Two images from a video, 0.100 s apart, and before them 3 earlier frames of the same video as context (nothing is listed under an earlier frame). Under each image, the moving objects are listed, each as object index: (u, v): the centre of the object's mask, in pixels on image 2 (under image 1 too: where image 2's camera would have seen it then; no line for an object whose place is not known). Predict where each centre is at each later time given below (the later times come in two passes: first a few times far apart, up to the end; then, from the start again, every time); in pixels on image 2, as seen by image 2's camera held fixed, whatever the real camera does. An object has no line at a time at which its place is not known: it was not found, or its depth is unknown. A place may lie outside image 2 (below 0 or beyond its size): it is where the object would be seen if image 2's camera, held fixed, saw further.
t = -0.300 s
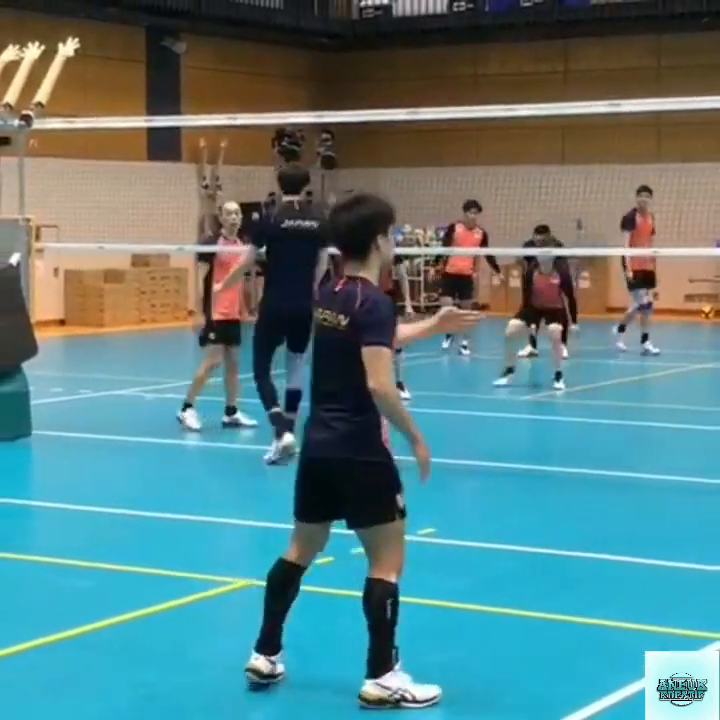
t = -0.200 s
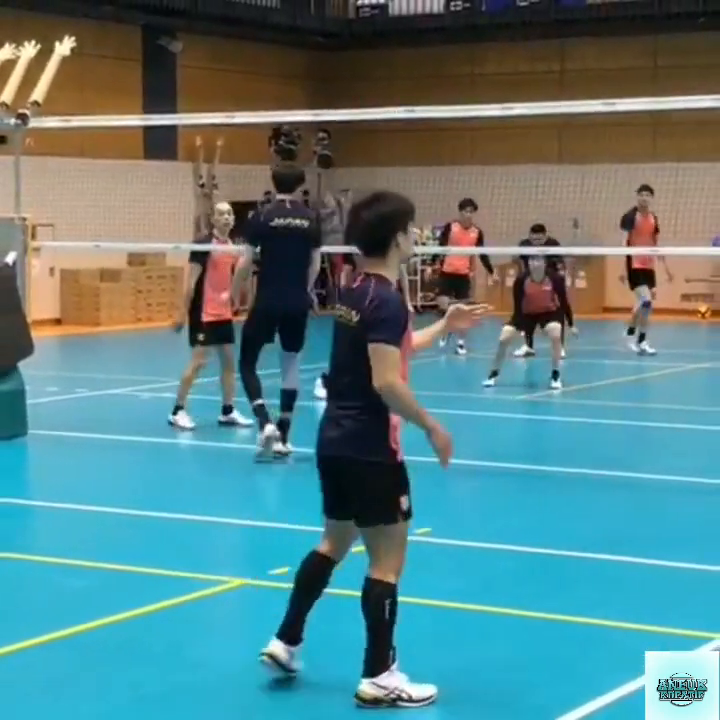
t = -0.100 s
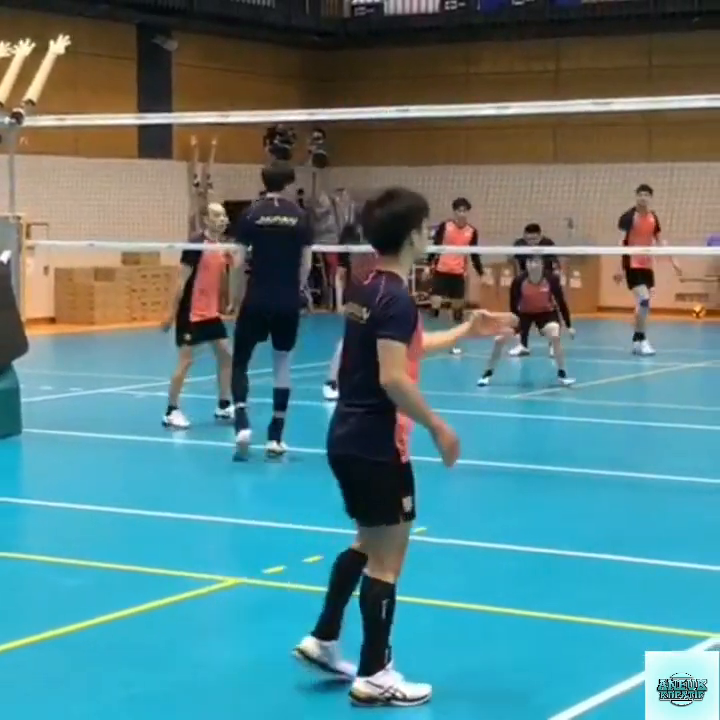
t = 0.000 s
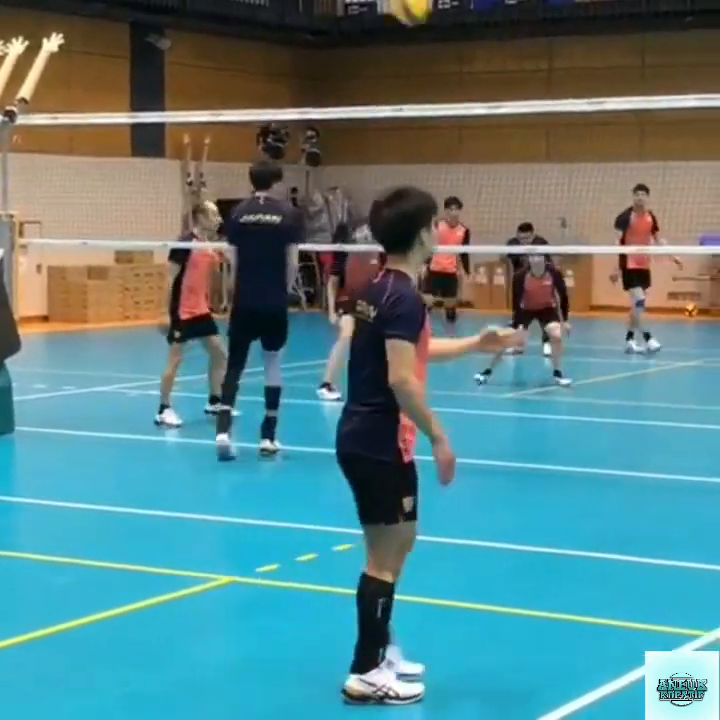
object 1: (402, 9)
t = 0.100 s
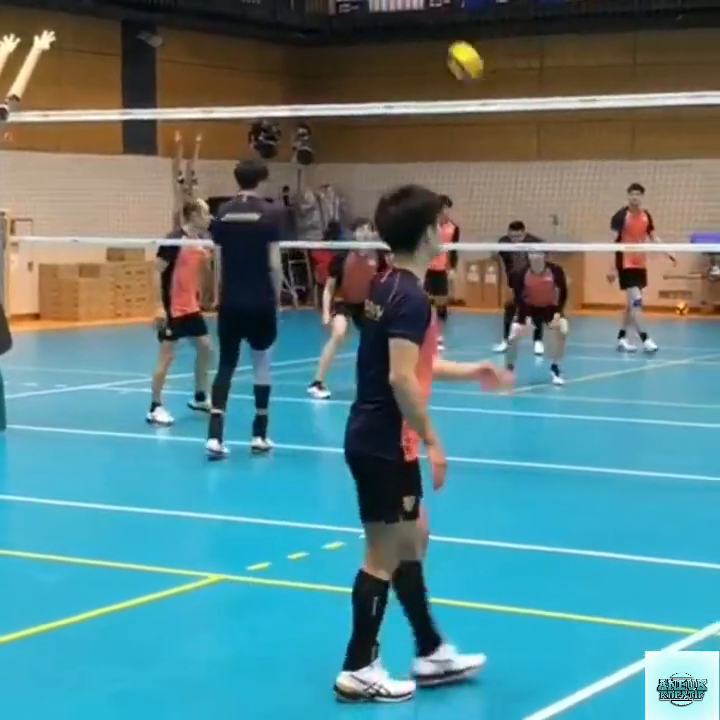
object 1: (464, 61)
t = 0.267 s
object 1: (543, 158)
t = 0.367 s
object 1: (579, 212)
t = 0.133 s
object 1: (484, 80)
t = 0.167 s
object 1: (497, 93)
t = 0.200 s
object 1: (516, 120)
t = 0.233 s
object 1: (530, 137)
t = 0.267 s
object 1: (543, 158)
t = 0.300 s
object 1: (556, 177)
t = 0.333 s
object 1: (569, 196)
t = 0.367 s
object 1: (579, 212)
